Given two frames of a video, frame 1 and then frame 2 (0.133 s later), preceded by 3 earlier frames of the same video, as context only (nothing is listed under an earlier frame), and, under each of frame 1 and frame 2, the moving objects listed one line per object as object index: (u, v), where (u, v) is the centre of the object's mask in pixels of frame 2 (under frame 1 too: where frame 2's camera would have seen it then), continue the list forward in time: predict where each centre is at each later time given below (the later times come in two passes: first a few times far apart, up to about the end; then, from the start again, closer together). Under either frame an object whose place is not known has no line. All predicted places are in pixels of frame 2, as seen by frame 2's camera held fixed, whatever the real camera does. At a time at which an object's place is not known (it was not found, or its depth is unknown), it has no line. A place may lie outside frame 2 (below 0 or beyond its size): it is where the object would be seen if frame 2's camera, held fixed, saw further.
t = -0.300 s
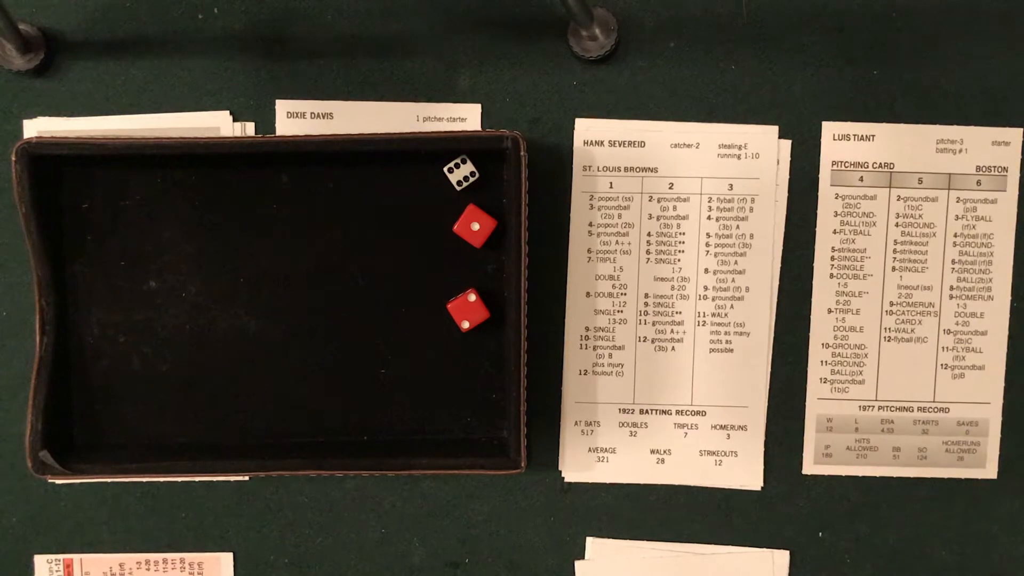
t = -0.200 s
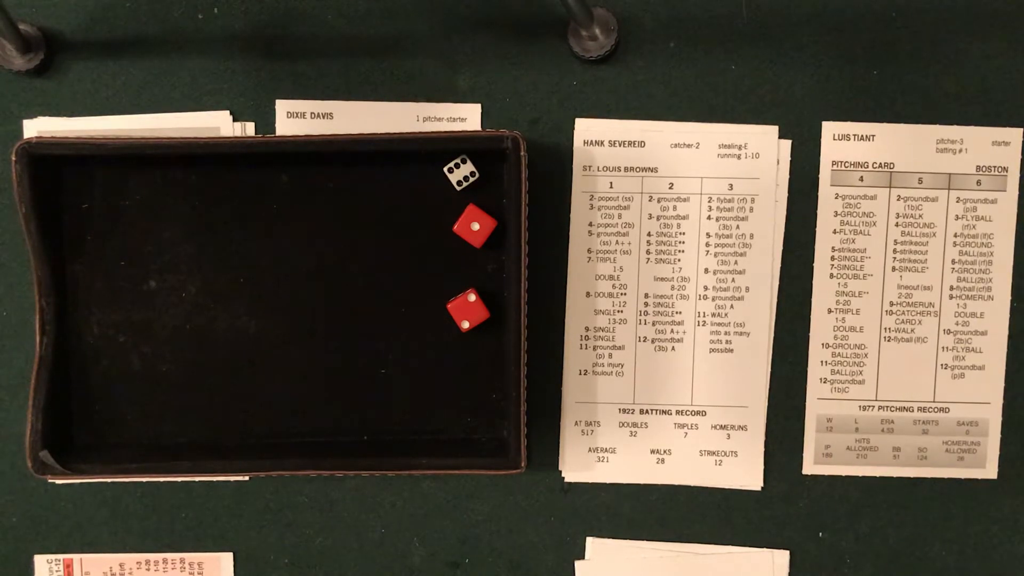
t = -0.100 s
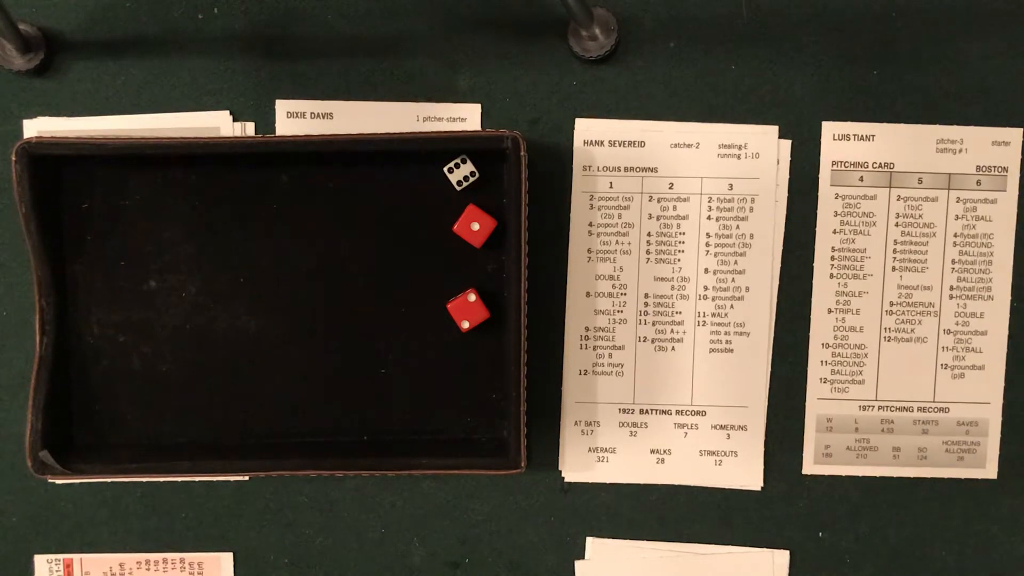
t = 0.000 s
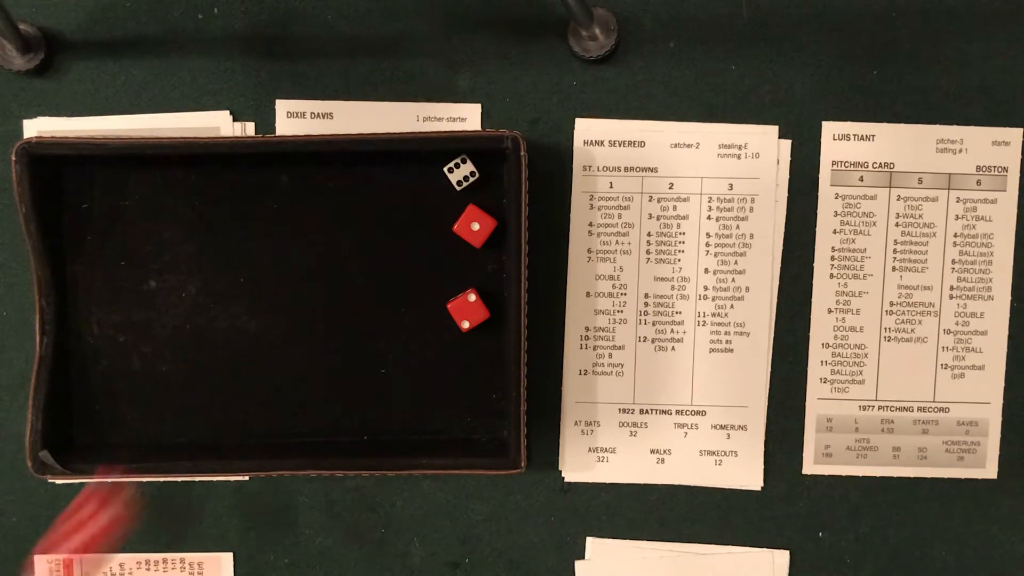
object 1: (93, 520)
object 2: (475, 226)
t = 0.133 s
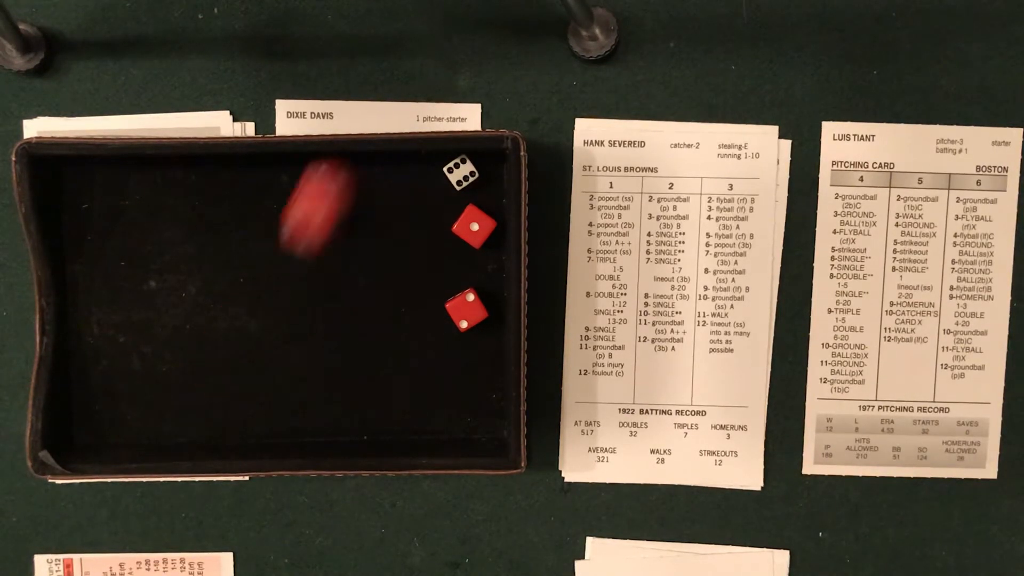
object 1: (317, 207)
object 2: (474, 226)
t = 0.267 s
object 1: (420, 232)
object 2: (477, 227)
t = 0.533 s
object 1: (434, 280)
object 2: (485, 236)
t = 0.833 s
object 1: (434, 279)
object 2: (485, 236)
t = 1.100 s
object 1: (434, 279)
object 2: (485, 236)
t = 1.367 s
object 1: (434, 279)
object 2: (485, 236)
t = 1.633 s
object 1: (434, 279)
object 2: (485, 236)
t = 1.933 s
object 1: (434, 279)
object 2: (485, 236)
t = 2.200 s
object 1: (434, 279)
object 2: (485, 236)
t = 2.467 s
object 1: (434, 279)
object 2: (485, 236)
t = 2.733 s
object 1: (434, 279)
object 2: (485, 236)
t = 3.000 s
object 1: (434, 279)
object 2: (485, 236)
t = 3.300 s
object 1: (434, 279)
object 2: (485, 236)
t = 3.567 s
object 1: (434, 279)
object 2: (485, 236)
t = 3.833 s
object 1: (434, 279)
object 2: (485, 236)
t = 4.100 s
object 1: (434, 279)
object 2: (485, 236)
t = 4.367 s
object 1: (434, 279)
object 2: (485, 236)
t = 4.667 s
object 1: (434, 280)
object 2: (485, 236)
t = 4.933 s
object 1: (434, 280)
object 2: (485, 236)
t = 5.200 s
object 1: (434, 279)
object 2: (485, 236)
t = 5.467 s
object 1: (434, 279)
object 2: (485, 236)
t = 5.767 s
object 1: (434, 279)
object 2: (485, 236)
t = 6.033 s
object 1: (434, 279)
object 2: (485, 236)
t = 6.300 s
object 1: (434, 279)
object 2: (485, 236)
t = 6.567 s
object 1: (434, 279)
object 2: (485, 236)
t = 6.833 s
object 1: (434, 279)
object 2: (485, 236)
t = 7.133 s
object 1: (434, 279)
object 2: (485, 236)
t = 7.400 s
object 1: (434, 279)
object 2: (485, 236)
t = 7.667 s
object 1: (434, 279)
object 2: (485, 236)
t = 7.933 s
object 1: (434, 280)
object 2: (485, 236)
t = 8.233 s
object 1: (434, 280)
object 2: (485, 236)
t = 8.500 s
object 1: (434, 279)
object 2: (485, 236)
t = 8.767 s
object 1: (434, 279)
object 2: (485, 236)
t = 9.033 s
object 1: (434, 280)
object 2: (485, 236)
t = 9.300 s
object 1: (434, 280)
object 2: (485, 236)
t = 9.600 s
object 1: (434, 279)
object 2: (485, 236)
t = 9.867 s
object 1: (434, 279)
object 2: (485, 236)
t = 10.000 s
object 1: (434, 279)
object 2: (485, 236)
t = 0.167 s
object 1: (351, 189)
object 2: (474, 226)
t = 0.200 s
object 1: (379, 206)
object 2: (474, 227)
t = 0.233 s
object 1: (403, 221)
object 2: (473, 227)
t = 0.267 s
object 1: (420, 232)
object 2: (477, 227)
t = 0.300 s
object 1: (431, 240)
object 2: (485, 230)
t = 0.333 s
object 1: (438, 246)
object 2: (485, 233)
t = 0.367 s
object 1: (442, 254)
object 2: (486, 235)
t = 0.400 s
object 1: (445, 262)
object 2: (486, 235)
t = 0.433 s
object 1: (441, 269)
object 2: (485, 236)
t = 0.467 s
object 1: (436, 274)
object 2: (485, 236)
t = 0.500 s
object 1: (434, 277)
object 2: (485, 236)
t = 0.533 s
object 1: (434, 280)
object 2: (485, 236)
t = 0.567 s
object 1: (434, 279)
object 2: (485, 236)
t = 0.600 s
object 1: (434, 279)
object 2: (485, 236)
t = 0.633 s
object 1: (434, 279)
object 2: (485, 236)
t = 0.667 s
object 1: (434, 279)
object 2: (485, 236)
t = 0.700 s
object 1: (434, 279)
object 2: (485, 236)
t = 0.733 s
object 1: (434, 279)
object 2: (485, 236)
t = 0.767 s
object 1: (434, 279)
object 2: (485, 236)
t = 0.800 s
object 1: (434, 279)
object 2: (485, 236)
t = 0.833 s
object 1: (434, 279)
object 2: (485, 236)
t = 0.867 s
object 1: (434, 279)
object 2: (485, 236)
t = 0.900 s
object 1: (434, 279)
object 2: (485, 236)
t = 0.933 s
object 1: (434, 279)
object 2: (485, 236)
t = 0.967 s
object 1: (434, 279)
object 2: (485, 236)
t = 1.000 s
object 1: (434, 279)
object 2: (485, 236)
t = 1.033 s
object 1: (434, 279)
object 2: (485, 236)
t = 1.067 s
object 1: (434, 279)
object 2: (485, 236)
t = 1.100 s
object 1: (434, 279)
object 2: (485, 236)
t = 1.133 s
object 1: (434, 279)
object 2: (485, 236)
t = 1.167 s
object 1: (434, 279)
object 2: (485, 236)
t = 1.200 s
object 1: (434, 279)
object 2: (485, 236)
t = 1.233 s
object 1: (434, 279)
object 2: (485, 236)
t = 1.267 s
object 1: (434, 279)
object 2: (485, 236)
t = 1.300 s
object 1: (434, 279)
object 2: (485, 236)
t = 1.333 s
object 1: (434, 279)
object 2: (485, 236)
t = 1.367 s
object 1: (434, 279)
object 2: (485, 236)
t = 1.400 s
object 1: (434, 279)
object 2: (485, 236)
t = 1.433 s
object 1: (434, 279)
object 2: (485, 236)
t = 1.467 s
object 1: (434, 279)
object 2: (485, 236)
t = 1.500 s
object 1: (434, 279)
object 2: (485, 236)
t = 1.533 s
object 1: (434, 279)
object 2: (485, 236)
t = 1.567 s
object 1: (434, 279)
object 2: (485, 236)
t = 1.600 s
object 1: (434, 279)
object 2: (485, 236)
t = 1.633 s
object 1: (434, 279)
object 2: (485, 236)
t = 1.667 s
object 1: (434, 279)
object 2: (485, 236)
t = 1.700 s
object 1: (434, 279)
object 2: (485, 236)
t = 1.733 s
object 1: (434, 279)
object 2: (485, 236)
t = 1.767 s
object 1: (434, 279)
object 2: (485, 236)
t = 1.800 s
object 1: (434, 279)
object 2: (485, 236)
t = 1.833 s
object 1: (434, 279)
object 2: (485, 236)
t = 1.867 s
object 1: (434, 280)
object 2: (485, 236)
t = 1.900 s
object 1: (434, 280)
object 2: (485, 236)
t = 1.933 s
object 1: (434, 279)
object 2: (485, 236)
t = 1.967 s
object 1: (434, 279)
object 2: (485, 236)
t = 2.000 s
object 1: (434, 279)
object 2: (485, 236)
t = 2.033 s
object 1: (434, 279)
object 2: (485, 236)
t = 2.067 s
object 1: (434, 279)
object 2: (485, 236)
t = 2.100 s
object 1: (434, 279)
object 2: (485, 236)
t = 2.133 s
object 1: (434, 279)
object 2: (485, 236)
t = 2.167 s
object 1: (434, 279)
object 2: (485, 236)
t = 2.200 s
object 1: (434, 279)
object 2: (485, 236)
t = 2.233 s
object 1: (434, 279)
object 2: (485, 236)
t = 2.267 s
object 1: (434, 279)
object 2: (485, 236)
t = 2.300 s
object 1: (434, 279)
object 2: (485, 236)
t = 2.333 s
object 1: (434, 279)
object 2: (485, 236)
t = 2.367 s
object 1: (434, 279)
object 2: (485, 236)
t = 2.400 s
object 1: (434, 279)
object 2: (485, 236)
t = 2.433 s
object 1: (434, 279)
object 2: (485, 236)
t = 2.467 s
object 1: (434, 279)
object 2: (485, 236)
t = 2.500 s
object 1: (434, 279)
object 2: (485, 236)
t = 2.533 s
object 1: (434, 279)
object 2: (485, 236)
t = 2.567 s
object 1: (434, 279)
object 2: (485, 236)
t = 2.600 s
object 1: (434, 280)
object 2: (485, 236)
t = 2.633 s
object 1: (434, 280)
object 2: (485, 236)
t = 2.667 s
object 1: (434, 279)
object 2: (485, 236)
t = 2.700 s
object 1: (434, 279)
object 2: (485, 236)
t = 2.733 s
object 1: (434, 279)
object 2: (485, 236)
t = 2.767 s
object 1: (434, 280)
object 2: (485, 236)
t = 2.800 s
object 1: (434, 279)
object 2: (485, 236)
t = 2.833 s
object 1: (434, 279)
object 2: (485, 236)
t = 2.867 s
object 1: (434, 280)
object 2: (485, 236)
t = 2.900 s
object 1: (434, 280)
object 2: (485, 236)
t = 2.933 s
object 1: (434, 280)
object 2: (485, 236)
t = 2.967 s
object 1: (434, 279)
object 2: (485, 236)
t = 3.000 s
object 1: (434, 279)
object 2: (485, 236)
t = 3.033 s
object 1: (434, 279)
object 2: (485, 236)
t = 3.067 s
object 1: (434, 279)
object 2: (485, 236)
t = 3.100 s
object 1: (434, 280)
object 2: (485, 236)
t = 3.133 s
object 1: (434, 279)
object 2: (485, 236)
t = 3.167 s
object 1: (434, 279)
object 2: (485, 236)
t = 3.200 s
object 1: (434, 279)
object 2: (485, 236)
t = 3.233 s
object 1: (434, 279)
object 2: (485, 236)
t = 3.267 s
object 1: (434, 279)
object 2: (485, 236)
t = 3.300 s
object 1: (434, 279)
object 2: (485, 236)
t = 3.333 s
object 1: (434, 279)
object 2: (485, 236)
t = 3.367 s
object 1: (434, 279)
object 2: (485, 236)
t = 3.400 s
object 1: (434, 279)
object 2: (485, 236)
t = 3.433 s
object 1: (434, 279)
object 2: (485, 236)
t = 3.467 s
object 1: (434, 279)
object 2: (485, 236)
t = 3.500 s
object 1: (434, 279)
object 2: (485, 236)
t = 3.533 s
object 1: (434, 279)
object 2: (485, 236)
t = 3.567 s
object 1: (434, 279)
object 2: (485, 236)
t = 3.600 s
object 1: (434, 279)
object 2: (485, 236)
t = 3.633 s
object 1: (434, 279)
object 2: (485, 236)
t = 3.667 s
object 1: (434, 279)
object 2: (485, 236)
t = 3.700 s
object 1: (434, 279)
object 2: (485, 236)
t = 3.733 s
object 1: (434, 279)
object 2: (485, 236)
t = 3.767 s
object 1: (434, 279)
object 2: (485, 236)
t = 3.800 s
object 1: (434, 280)
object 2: (485, 236)
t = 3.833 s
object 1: (434, 279)
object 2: (485, 236)
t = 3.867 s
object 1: (434, 280)
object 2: (485, 236)
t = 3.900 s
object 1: (434, 280)
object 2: (485, 236)
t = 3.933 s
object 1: (434, 279)
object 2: (485, 236)
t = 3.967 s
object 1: (434, 279)
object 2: (485, 236)
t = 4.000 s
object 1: (434, 279)
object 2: (485, 236)
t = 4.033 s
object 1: (434, 279)
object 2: (485, 236)
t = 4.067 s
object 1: (434, 279)
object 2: (485, 236)
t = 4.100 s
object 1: (434, 279)
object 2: (485, 236)
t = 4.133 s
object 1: (434, 279)
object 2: (485, 236)
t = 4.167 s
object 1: (434, 279)
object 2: (485, 236)
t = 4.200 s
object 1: (434, 279)
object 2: (485, 236)
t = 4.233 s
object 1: (434, 279)
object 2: (485, 236)
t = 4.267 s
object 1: (434, 279)
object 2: (485, 236)
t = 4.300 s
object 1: (434, 279)
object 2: (485, 236)
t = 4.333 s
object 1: (434, 279)
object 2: (485, 236)
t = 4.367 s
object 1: (434, 279)
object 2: (485, 236)
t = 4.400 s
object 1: (434, 279)
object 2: (485, 236)
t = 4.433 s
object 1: (434, 279)
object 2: (485, 236)
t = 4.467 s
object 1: (434, 280)
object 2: (485, 236)
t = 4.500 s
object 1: (434, 280)
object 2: (485, 236)
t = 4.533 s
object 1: (434, 279)
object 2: (485, 236)
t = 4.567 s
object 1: (434, 279)
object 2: (485, 236)
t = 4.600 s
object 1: (434, 279)
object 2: (485, 236)
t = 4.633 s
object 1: (434, 280)
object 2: (485, 236)
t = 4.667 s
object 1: (434, 280)
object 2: (485, 236)
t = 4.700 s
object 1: (434, 280)
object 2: (485, 236)
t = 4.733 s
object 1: (434, 280)
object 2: (485, 236)
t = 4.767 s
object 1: (434, 280)
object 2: (485, 236)
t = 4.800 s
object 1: (434, 280)
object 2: (485, 236)
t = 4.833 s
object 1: (434, 279)
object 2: (485, 236)
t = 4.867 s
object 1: (434, 279)
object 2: (485, 236)
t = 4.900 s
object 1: (434, 280)
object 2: (485, 236)
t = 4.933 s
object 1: (434, 280)
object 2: (485, 236)
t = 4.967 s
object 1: (434, 280)
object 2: (485, 236)
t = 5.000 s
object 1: (434, 279)
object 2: (485, 236)
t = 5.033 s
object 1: (434, 279)
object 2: (485, 236)
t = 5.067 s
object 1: (434, 279)
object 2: (485, 236)
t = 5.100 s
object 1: (434, 279)
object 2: (485, 236)
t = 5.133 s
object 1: (434, 279)
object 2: (485, 236)
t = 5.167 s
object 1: (434, 280)
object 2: (485, 236)
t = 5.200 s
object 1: (434, 279)
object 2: (485, 236)
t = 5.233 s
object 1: (434, 279)
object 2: (485, 236)
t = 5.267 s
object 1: (434, 279)
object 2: (485, 236)
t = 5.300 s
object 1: (434, 279)
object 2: (485, 236)
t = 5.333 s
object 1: (434, 279)
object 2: (485, 236)
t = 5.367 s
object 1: (434, 279)
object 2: (485, 236)
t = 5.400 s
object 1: (434, 279)
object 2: (485, 236)
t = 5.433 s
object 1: (434, 279)
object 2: (485, 236)
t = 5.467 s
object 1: (434, 279)
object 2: (485, 236)
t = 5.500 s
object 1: (434, 279)
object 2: (485, 236)
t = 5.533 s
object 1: (434, 279)
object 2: (485, 236)
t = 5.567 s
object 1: (434, 279)
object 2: (485, 236)
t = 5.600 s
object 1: (434, 279)
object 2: (485, 236)
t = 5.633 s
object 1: (434, 279)
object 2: (485, 236)
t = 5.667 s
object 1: (434, 279)
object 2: (485, 236)
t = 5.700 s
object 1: (434, 279)
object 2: (485, 236)
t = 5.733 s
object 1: (434, 279)
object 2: (485, 236)
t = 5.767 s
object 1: (434, 279)
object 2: (485, 236)
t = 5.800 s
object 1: (434, 279)
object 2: (485, 236)
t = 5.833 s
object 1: (434, 279)
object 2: (485, 236)
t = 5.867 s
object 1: (434, 279)
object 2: (485, 236)
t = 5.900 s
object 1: (434, 279)
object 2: (485, 236)
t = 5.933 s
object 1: (434, 279)
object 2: (485, 236)
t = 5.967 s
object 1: (434, 279)
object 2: (485, 236)
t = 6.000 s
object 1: (434, 279)
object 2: (485, 236)
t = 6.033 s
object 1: (434, 279)
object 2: (485, 236)
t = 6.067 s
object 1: (434, 279)
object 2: (485, 236)
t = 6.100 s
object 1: (434, 279)
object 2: (485, 236)
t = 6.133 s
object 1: (434, 279)
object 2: (485, 236)
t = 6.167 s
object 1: (434, 279)
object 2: (485, 236)
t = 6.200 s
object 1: (434, 279)
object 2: (485, 236)
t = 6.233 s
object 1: (434, 279)
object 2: (485, 236)
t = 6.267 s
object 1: (434, 279)
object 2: (485, 236)
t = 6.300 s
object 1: (434, 279)
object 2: (485, 236)
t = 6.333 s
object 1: (434, 279)
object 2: (485, 236)
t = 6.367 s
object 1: (434, 279)
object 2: (485, 236)
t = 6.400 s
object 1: (434, 279)
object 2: (485, 236)
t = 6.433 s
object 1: (434, 280)
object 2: (485, 236)
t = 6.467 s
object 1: (434, 279)
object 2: (485, 236)
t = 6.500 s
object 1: (434, 279)
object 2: (485, 236)
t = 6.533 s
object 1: (434, 279)
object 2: (485, 236)
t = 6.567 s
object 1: (434, 279)
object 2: (485, 236)
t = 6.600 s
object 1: (434, 279)
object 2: (485, 236)
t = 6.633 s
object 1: (434, 279)
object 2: (485, 236)
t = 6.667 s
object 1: (434, 279)
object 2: (485, 236)
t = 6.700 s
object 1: (434, 279)
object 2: (485, 236)
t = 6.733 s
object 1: (434, 279)
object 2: (485, 236)
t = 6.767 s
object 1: (434, 279)
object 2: (485, 236)
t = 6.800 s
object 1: (434, 279)
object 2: (485, 236)
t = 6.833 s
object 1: (434, 279)
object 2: (485, 236)
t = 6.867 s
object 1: (434, 279)
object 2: (485, 236)
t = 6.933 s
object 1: (434, 279)
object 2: (485, 236)
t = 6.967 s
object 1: (434, 279)
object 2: (485, 236)
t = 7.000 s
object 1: (434, 279)
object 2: (485, 236)
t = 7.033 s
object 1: (434, 279)
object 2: (485, 236)
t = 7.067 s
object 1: (434, 279)
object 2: (485, 236)
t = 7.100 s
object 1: (434, 279)
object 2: (485, 236)
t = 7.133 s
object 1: (434, 279)
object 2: (485, 236)
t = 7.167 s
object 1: (434, 279)
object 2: (485, 236)
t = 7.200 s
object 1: (434, 279)
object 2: (485, 236)
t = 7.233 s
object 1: (434, 279)
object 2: (485, 236)
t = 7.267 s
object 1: (434, 279)
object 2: (485, 236)
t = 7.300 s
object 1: (434, 279)
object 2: (485, 236)
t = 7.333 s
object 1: (434, 279)
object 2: (485, 236)
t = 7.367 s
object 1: (434, 279)
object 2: (485, 236)
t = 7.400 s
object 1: (434, 279)
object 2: (485, 236)
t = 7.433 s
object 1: (434, 279)
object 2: (485, 236)
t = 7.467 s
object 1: (434, 279)
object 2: (485, 236)
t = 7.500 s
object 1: (434, 279)
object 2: (485, 236)
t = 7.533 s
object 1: (434, 279)
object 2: (485, 236)
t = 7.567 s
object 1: (434, 280)
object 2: (485, 236)
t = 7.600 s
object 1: (434, 280)
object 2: (485, 236)
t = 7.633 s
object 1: (434, 279)
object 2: (485, 236)
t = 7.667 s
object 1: (434, 279)
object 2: (485, 236)
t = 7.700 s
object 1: (434, 279)
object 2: (485, 236)
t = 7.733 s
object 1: (434, 279)
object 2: (485, 236)
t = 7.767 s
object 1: (434, 279)
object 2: (485, 236)
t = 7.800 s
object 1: (434, 280)
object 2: (485, 236)
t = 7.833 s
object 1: (434, 280)
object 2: (485, 236)
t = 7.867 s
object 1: (434, 280)
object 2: (485, 236)
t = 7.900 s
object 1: (434, 280)
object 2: (485, 236)
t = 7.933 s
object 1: (434, 280)
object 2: (485, 236)
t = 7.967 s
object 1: (434, 280)
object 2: (485, 236)
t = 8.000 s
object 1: (434, 280)
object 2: (485, 236)
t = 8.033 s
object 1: (434, 280)
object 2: (485, 236)
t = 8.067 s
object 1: (434, 279)
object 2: (485, 236)
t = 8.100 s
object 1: (434, 280)
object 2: (485, 236)
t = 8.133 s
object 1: (434, 280)
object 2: (485, 236)
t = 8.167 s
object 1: (434, 280)
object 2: (485, 236)
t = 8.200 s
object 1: (434, 280)
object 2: (485, 236)
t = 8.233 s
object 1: (434, 280)
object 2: (485, 236)
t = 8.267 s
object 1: (434, 280)
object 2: (485, 236)
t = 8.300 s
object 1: (434, 280)
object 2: (485, 236)
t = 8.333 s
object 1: (434, 279)
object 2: (485, 236)
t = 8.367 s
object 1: (434, 280)
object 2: (485, 236)
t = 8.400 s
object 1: (434, 280)
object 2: (485, 236)
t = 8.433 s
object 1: (434, 279)
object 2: (485, 236)
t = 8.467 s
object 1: (434, 279)
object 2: (485, 236)
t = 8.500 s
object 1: (434, 279)
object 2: (485, 236)
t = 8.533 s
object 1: (434, 279)
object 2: (485, 236)
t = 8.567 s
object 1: (434, 279)
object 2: (485, 236)
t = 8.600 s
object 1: (434, 280)
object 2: (485, 236)
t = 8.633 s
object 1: (434, 280)
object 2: (485, 236)
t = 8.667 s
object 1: (434, 279)
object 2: (485, 236)
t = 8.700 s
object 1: (434, 279)
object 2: (485, 236)
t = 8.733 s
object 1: (434, 279)
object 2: (485, 236)
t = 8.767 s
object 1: (434, 279)
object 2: (485, 236)
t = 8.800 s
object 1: (434, 280)
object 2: (485, 236)
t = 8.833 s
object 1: (434, 279)
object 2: (485, 236)
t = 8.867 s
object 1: (434, 279)
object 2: (485, 236)
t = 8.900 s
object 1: (434, 279)
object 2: (485, 236)
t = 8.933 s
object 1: (434, 280)
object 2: (485, 236)
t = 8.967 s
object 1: (434, 279)
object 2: (485, 236)
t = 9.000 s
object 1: (434, 280)
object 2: (485, 236)
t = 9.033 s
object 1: (434, 280)
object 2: (485, 236)
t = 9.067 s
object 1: (434, 280)
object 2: (485, 236)
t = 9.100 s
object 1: (434, 280)
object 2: (485, 236)
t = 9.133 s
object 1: (434, 279)
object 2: (485, 236)
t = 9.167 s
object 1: (434, 279)
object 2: (485, 236)
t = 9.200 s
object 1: (434, 279)
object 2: (485, 236)
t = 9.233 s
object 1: (434, 279)
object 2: (485, 236)
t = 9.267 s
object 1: (434, 279)
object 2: (485, 236)
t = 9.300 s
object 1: (434, 280)
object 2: (485, 236)
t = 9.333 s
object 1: (434, 279)
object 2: (485, 236)
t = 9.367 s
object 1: (434, 280)
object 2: (485, 236)
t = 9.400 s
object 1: (434, 279)
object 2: (485, 236)
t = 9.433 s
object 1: (434, 279)
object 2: (485, 236)
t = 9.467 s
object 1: (434, 279)
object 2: (485, 236)
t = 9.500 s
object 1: (434, 279)
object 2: (485, 236)
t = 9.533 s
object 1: (434, 279)
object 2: (485, 236)
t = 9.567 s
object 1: (434, 279)
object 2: (485, 236)
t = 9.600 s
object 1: (434, 279)
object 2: (485, 236)
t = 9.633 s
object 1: (434, 279)
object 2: (485, 236)
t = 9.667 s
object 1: (434, 279)
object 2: (485, 236)
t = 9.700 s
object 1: (434, 279)
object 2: (485, 236)
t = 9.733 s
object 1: (434, 279)
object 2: (485, 236)
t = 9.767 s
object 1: (434, 279)
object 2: (485, 236)
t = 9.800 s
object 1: (434, 279)
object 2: (485, 236)
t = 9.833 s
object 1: (434, 279)
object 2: (485, 236)
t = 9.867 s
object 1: (434, 279)
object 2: (485, 236)
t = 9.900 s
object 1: (434, 279)
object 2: (485, 236)
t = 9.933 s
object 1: (434, 279)
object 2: (485, 236)
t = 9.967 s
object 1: (434, 279)
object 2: (485, 236)
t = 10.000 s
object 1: (434, 279)
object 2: (485, 236)
